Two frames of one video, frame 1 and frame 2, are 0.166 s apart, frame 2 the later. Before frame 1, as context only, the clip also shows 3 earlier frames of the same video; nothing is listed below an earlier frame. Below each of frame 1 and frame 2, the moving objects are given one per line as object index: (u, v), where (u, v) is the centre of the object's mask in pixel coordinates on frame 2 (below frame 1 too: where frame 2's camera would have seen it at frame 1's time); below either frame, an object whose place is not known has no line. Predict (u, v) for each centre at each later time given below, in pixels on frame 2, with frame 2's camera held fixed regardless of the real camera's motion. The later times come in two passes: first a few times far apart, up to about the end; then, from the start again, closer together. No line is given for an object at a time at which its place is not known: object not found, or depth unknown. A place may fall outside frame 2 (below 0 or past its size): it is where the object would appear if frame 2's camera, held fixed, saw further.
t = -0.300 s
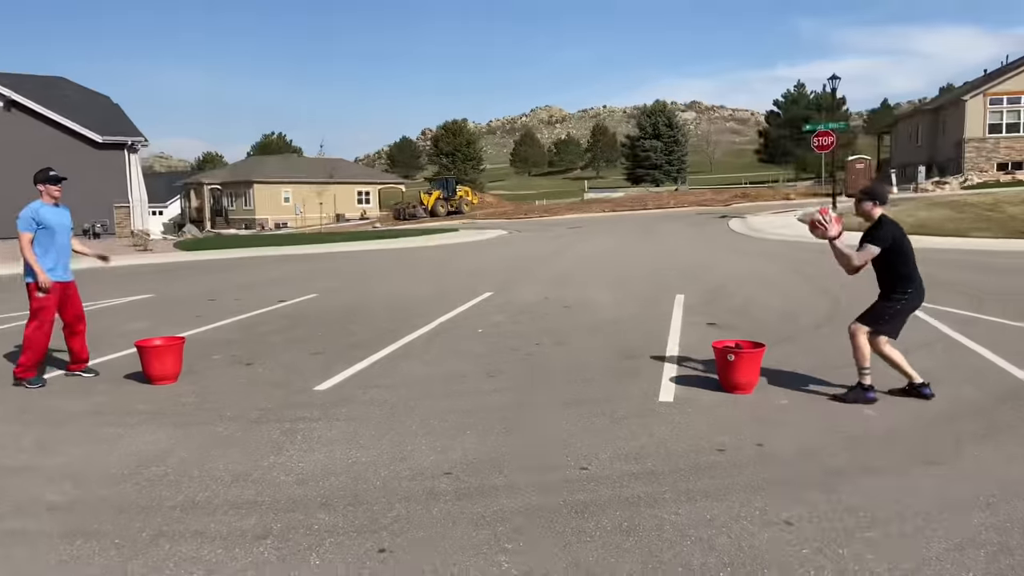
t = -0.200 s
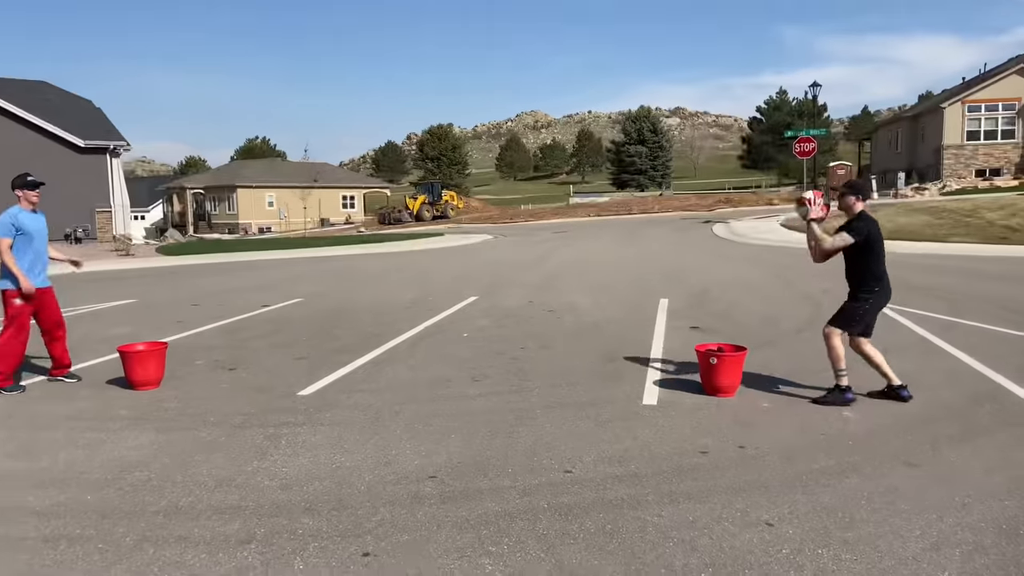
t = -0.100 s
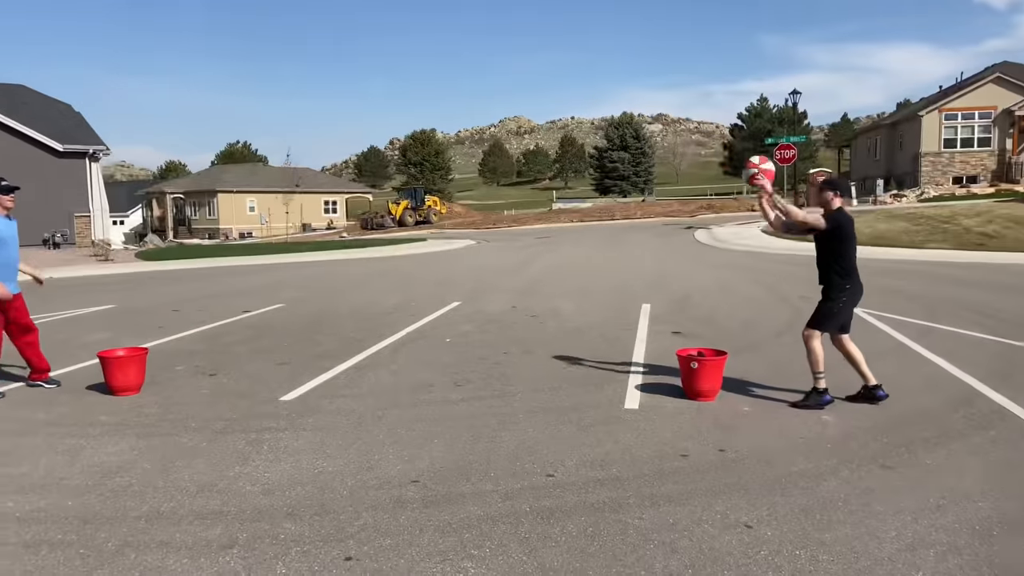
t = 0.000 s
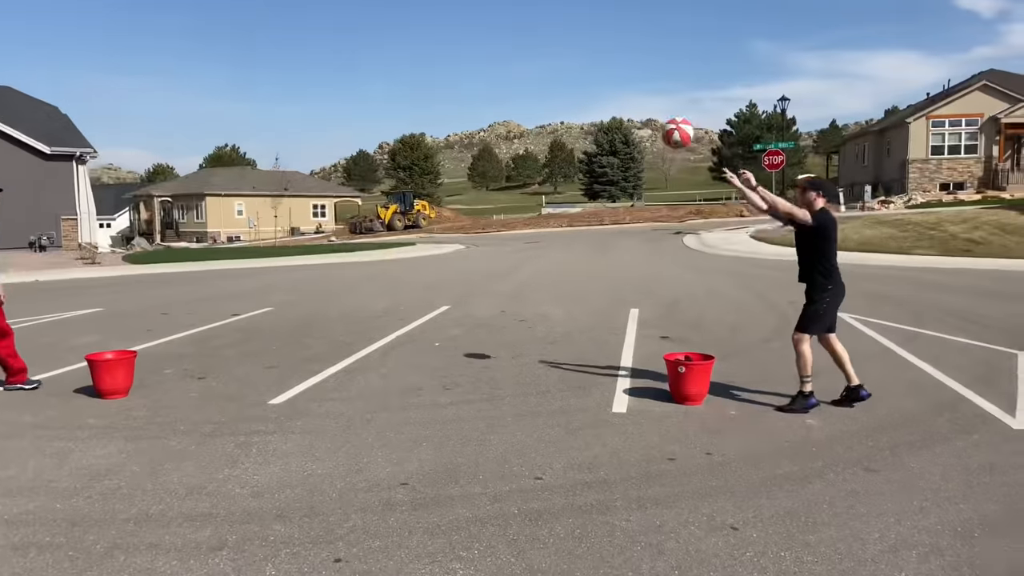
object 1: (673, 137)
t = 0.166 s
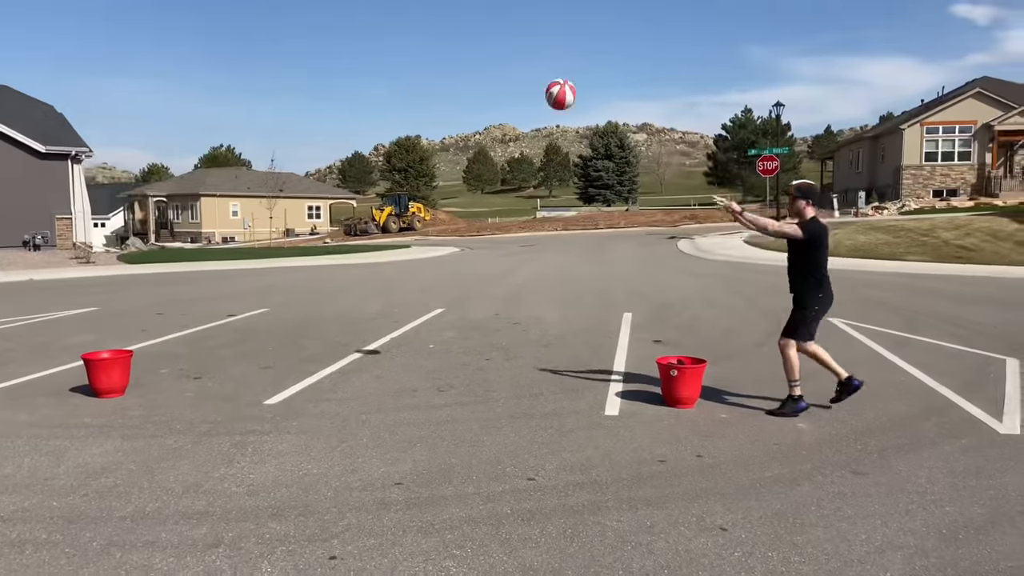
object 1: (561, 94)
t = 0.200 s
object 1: (539, 90)
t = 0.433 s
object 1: (391, 98)
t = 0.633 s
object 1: (272, 156)
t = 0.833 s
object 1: (163, 257)
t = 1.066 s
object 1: (100, 346)
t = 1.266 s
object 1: (110, 351)
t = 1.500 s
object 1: (93, 353)
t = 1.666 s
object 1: (94, 355)
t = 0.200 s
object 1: (539, 90)
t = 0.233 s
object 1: (517, 87)
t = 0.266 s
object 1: (496, 85)
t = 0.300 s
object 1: (475, 85)
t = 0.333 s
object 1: (453, 86)
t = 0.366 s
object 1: (432, 89)
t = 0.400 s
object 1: (412, 93)
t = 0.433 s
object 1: (391, 98)
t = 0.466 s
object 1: (371, 104)
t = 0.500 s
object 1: (351, 111)
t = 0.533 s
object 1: (331, 121)
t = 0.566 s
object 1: (311, 131)
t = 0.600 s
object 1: (292, 142)
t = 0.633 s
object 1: (272, 156)
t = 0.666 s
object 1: (254, 169)
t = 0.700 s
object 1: (235, 183)
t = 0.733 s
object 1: (217, 201)
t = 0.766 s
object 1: (198, 218)
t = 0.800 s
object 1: (181, 236)
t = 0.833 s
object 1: (163, 257)
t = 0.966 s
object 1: (91, 347)
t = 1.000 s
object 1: (92, 348)
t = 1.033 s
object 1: (96, 348)
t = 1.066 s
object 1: (100, 346)
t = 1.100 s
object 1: (104, 344)
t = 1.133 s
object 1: (106, 344)
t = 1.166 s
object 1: (108, 344)
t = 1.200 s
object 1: (110, 346)
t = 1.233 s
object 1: (112, 349)
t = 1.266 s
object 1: (110, 351)
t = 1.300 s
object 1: (108, 351)
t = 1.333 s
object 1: (104, 352)
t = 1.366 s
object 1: (100, 354)
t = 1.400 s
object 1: (98, 354)
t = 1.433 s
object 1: (96, 353)
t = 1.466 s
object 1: (95, 353)
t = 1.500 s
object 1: (93, 353)
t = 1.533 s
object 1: (92, 353)
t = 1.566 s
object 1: (92, 354)
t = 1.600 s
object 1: (92, 354)
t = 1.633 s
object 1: (93, 354)
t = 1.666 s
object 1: (94, 355)
